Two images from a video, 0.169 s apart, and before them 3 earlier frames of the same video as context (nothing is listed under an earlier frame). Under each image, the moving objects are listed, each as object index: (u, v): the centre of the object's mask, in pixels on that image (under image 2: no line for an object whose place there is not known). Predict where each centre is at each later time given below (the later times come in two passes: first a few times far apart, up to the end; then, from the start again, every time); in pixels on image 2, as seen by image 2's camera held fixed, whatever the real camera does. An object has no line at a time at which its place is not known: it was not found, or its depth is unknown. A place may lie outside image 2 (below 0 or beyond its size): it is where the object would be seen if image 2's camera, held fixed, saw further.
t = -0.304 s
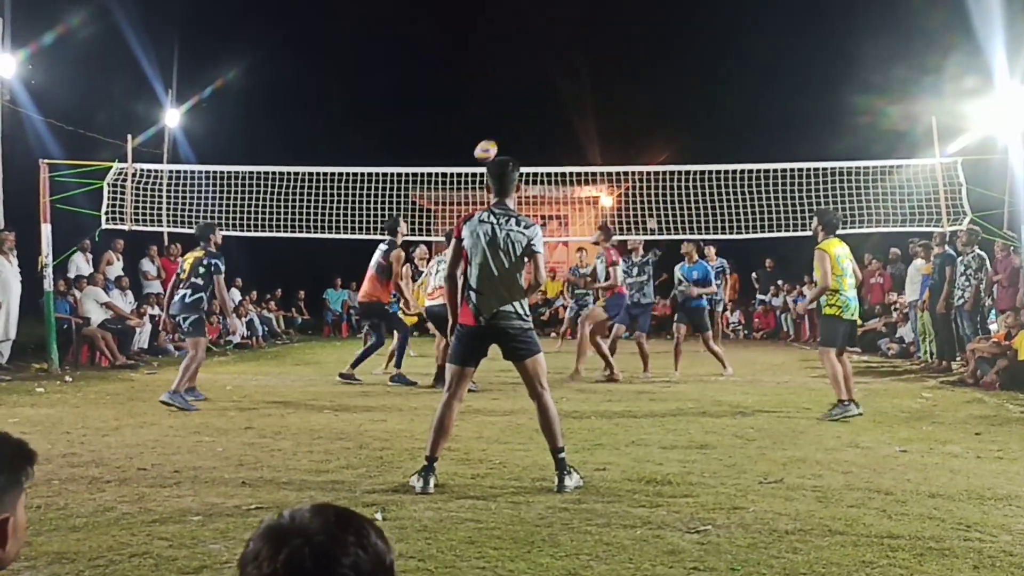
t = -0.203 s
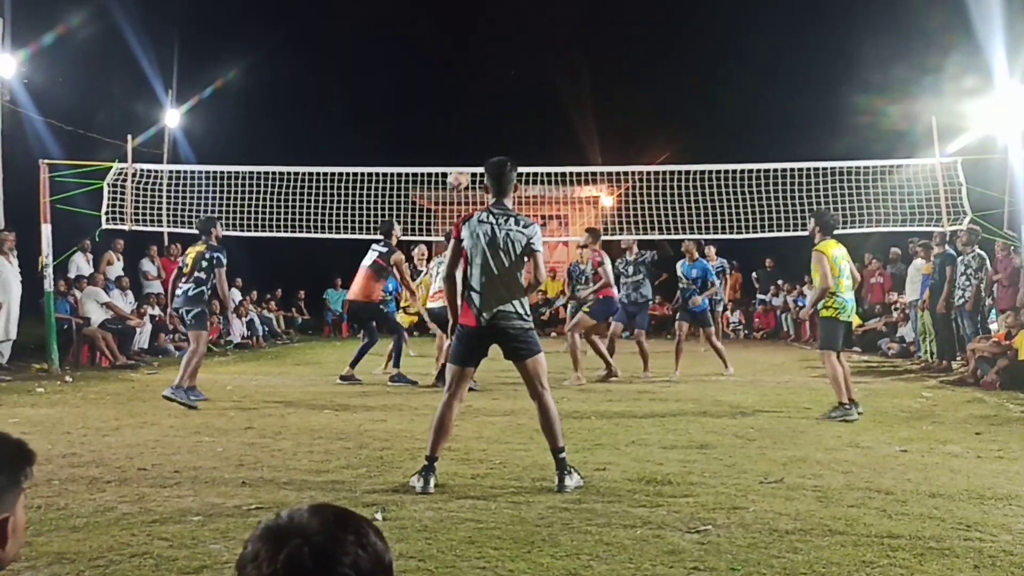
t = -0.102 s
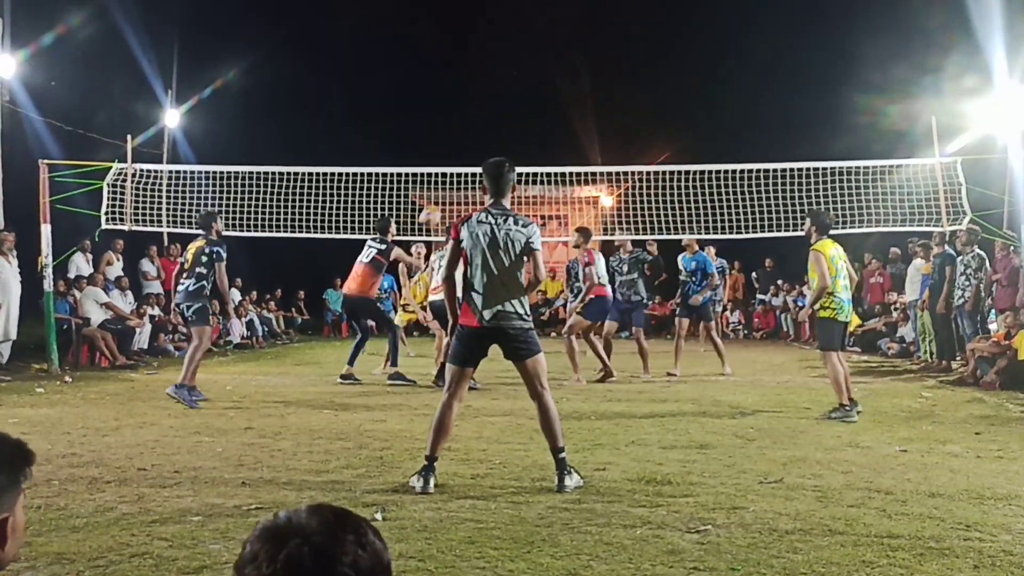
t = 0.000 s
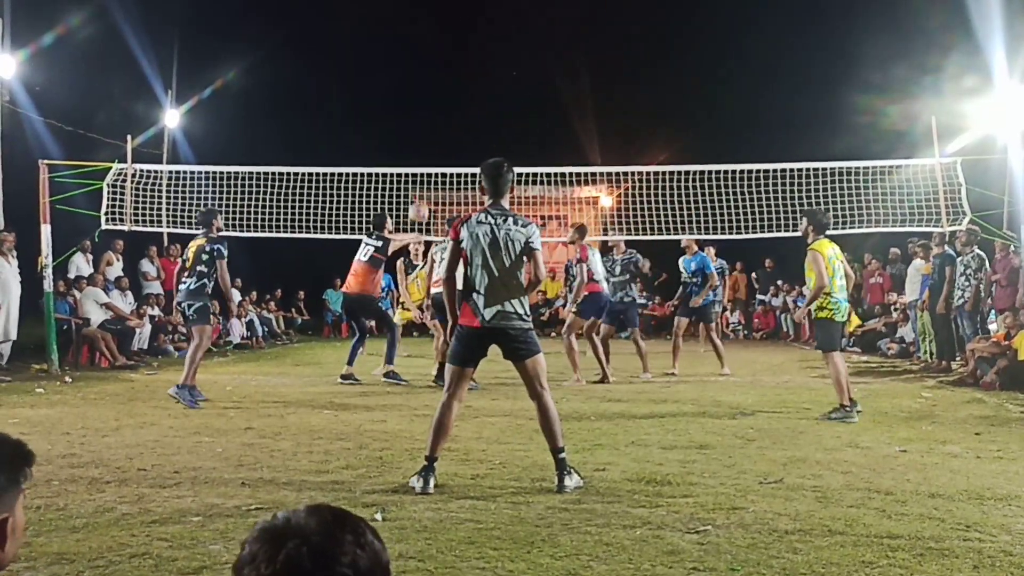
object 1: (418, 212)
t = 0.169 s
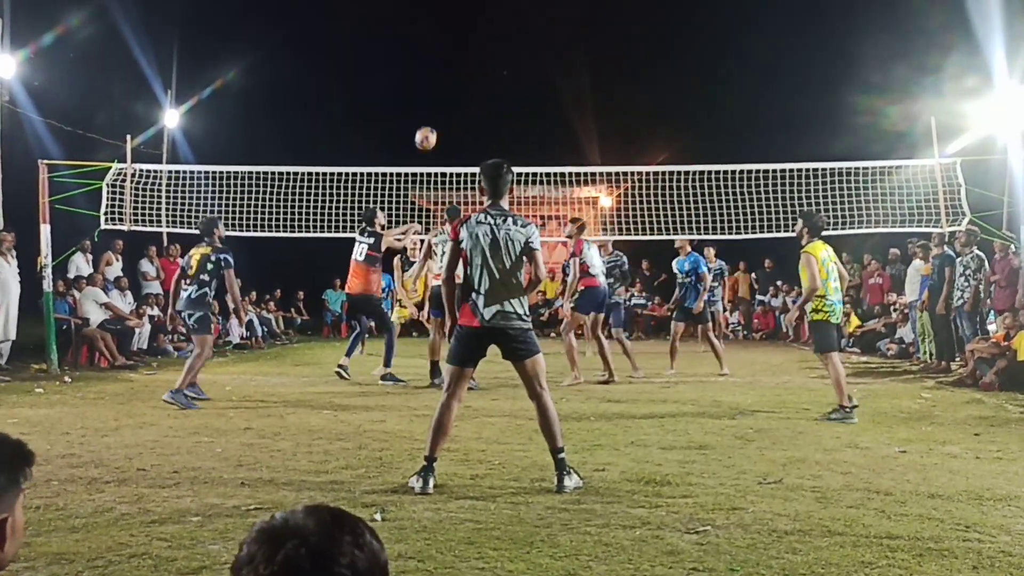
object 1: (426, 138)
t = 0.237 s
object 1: (429, 114)
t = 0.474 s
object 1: (441, 62)
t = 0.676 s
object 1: (451, 56)
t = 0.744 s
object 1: (455, 63)
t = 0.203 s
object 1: (427, 126)
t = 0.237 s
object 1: (429, 114)
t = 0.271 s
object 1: (431, 104)
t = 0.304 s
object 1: (432, 94)
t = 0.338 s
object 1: (434, 85)
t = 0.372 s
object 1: (436, 78)
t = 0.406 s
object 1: (438, 71)
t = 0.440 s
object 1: (439, 66)
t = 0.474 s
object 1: (441, 62)
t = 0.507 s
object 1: (442, 58)
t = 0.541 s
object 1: (444, 56)
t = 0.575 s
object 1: (445, 54)
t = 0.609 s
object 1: (447, 54)
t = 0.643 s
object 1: (449, 54)
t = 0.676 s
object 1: (451, 56)
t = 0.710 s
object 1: (453, 59)
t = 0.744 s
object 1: (455, 63)
